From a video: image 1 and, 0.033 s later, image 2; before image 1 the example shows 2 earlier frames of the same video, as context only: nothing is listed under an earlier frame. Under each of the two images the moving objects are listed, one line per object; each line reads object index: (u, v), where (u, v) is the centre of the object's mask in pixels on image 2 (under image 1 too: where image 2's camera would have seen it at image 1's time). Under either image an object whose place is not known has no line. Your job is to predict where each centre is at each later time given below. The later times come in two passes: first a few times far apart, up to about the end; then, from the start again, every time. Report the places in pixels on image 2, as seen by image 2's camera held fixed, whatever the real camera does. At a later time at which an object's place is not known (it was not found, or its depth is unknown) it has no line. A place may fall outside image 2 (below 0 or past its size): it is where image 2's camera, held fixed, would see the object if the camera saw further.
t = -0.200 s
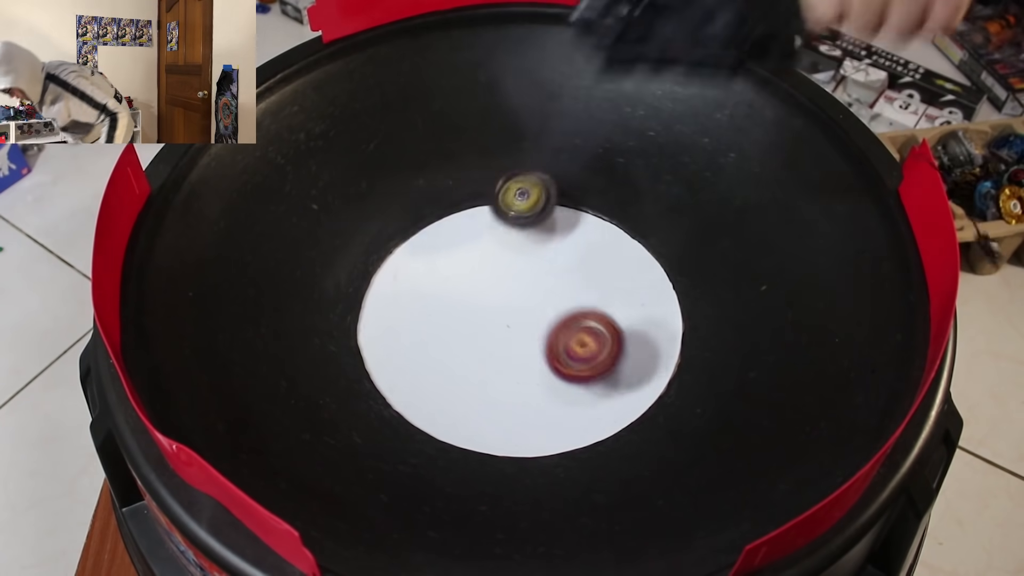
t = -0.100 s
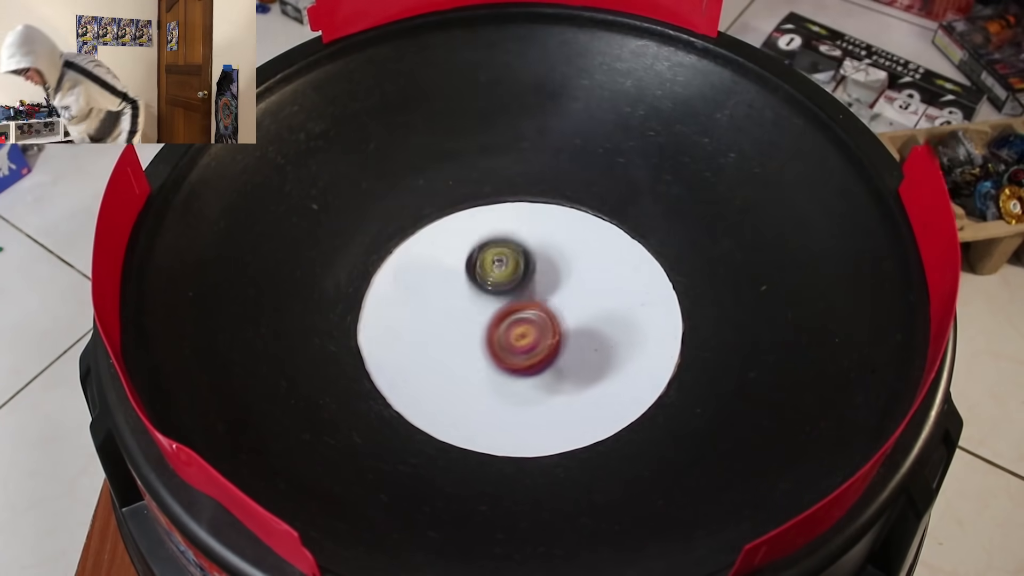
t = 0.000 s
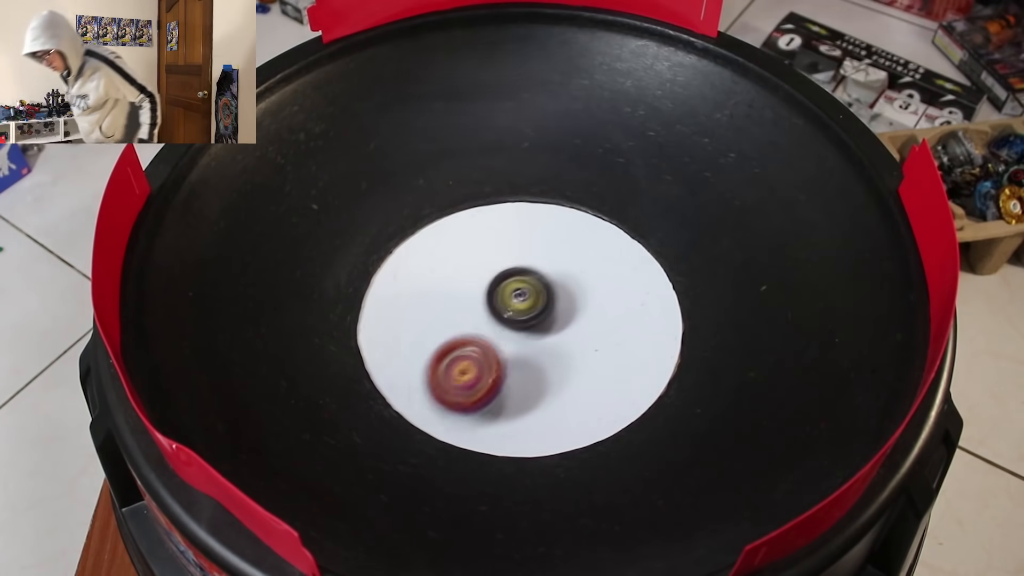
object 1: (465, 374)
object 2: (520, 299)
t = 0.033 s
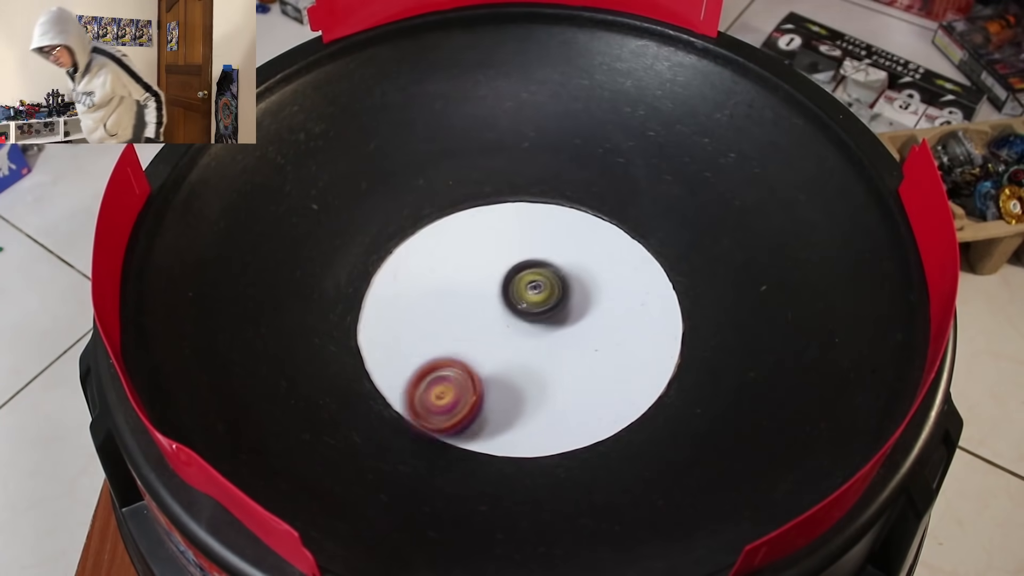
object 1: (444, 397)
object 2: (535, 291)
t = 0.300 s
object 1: (447, 411)
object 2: (590, 219)
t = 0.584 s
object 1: (597, 303)
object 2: (479, 270)
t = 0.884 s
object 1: (596, 219)
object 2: (617, 396)
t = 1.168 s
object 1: (491, 317)
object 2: (705, 270)
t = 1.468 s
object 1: (542, 385)
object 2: (509, 231)
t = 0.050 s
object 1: (437, 399)
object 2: (543, 288)
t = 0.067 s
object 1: (433, 396)
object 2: (552, 284)
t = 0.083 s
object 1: (429, 395)
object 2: (560, 280)
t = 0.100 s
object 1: (425, 397)
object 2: (567, 276)
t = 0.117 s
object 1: (422, 401)
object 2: (575, 272)
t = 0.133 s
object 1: (418, 408)
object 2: (581, 267)
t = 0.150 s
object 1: (416, 416)
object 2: (586, 262)
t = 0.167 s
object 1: (416, 415)
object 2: (590, 257)
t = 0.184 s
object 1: (417, 414)
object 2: (594, 252)
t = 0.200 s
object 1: (419, 415)
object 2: (597, 247)
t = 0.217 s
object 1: (421, 418)
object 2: (598, 242)
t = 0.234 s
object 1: (424, 418)
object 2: (599, 236)
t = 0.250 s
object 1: (429, 415)
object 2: (598, 232)
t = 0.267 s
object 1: (434, 415)
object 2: (596, 227)
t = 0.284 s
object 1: (440, 413)
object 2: (594, 224)
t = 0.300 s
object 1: (447, 411)
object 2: (590, 219)
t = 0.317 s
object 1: (454, 410)
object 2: (586, 216)
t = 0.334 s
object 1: (463, 405)
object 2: (581, 214)
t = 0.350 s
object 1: (472, 402)
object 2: (575, 212)
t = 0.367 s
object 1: (481, 399)
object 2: (568, 211)
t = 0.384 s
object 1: (492, 392)
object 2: (561, 210)
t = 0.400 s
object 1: (503, 385)
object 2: (553, 211)
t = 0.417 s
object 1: (513, 380)
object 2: (545, 212)
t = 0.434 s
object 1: (523, 373)
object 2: (536, 214)
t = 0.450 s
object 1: (534, 364)
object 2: (527, 216)
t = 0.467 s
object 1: (543, 357)
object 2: (519, 220)
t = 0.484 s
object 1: (552, 351)
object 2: (511, 225)
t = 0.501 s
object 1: (561, 342)
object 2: (503, 231)
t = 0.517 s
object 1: (569, 333)
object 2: (497, 237)
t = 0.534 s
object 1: (577, 326)
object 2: (491, 244)
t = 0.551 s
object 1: (584, 318)
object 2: (486, 252)
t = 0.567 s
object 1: (591, 310)
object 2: (482, 260)
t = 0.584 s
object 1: (597, 303)
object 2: (479, 270)
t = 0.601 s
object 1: (602, 294)
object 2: (476, 279)
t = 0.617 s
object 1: (607, 287)
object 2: (475, 289)
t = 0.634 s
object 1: (612, 280)
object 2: (476, 300)
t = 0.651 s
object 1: (616, 273)
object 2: (477, 310)
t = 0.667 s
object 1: (619, 266)
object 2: (480, 321)
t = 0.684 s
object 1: (623, 258)
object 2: (484, 331)
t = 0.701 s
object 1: (625, 252)
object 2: (489, 340)
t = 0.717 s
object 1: (626, 246)
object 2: (495, 349)
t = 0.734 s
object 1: (627, 241)
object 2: (503, 359)
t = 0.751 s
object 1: (627, 236)
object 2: (513, 368)
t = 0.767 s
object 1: (627, 231)
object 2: (524, 376)
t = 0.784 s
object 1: (625, 228)
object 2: (536, 383)
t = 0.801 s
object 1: (622, 225)
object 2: (548, 388)
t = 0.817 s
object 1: (619, 223)
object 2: (561, 392)
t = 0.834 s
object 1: (614, 220)
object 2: (575, 394)
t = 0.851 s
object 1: (609, 219)
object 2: (589, 397)
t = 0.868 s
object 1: (603, 219)
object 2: (603, 397)
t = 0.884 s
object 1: (596, 219)
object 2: (617, 396)
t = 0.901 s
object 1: (589, 221)
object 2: (631, 392)
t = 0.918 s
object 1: (581, 223)
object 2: (641, 384)
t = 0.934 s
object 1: (573, 226)
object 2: (652, 377)
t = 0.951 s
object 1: (564, 231)
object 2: (662, 370)
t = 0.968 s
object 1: (556, 236)
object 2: (671, 361)
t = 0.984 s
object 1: (547, 241)
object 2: (679, 353)
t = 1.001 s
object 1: (540, 247)
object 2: (687, 345)
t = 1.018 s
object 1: (533, 253)
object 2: (693, 338)
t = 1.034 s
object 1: (526, 260)
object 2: (699, 331)
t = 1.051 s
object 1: (519, 267)
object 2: (703, 324)
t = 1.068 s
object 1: (513, 274)
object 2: (707, 316)
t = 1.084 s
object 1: (508, 281)
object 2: (710, 308)
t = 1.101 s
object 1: (503, 288)
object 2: (711, 301)
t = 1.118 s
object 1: (499, 296)
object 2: (711, 293)
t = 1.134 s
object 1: (496, 303)
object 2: (710, 285)
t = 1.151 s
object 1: (493, 310)
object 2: (708, 277)
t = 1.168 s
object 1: (491, 317)
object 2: (705, 270)
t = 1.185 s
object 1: (489, 324)
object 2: (700, 263)
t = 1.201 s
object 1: (489, 331)
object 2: (695, 256)
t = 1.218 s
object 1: (489, 338)
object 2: (688, 250)
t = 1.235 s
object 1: (489, 344)
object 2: (683, 245)
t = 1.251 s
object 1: (490, 351)
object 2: (676, 240)
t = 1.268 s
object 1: (491, 357)
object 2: (668, 235)
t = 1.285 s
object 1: (493, 361)
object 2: (660, 231)
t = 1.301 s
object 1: (496, 366)
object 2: (652, 228)
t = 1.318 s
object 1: (499, 371)
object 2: (645, 227)
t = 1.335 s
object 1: (503, 374)
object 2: (634, 228)
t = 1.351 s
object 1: (506, 378)
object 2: (621, 227)
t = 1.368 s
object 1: (511, 381)
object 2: (607, 225)
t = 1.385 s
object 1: (515, 383)
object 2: (593, 225)
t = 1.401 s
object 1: (520, 384)
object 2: (575, 226)
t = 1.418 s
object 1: (525, 386)
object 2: (560, 227)
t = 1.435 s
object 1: (531, 386)
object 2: (542, 226)
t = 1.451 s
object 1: (536, 386)
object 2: (526, 229)
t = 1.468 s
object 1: (542, 385)
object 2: (509, 231)
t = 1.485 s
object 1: (547, 384)
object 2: (494, 236)
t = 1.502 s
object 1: (553, 382)
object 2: (479, 241)
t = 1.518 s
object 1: (558, 380)
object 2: (465, 246)
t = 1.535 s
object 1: (564, 377)
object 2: (450, 253)
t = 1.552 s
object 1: (570, 374)
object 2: (438, 261)
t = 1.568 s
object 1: (575, 370)
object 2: (425, 269)
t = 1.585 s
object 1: (580, 366)
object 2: (414, 278)
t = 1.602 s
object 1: (585, 362)
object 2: (404, 288)
